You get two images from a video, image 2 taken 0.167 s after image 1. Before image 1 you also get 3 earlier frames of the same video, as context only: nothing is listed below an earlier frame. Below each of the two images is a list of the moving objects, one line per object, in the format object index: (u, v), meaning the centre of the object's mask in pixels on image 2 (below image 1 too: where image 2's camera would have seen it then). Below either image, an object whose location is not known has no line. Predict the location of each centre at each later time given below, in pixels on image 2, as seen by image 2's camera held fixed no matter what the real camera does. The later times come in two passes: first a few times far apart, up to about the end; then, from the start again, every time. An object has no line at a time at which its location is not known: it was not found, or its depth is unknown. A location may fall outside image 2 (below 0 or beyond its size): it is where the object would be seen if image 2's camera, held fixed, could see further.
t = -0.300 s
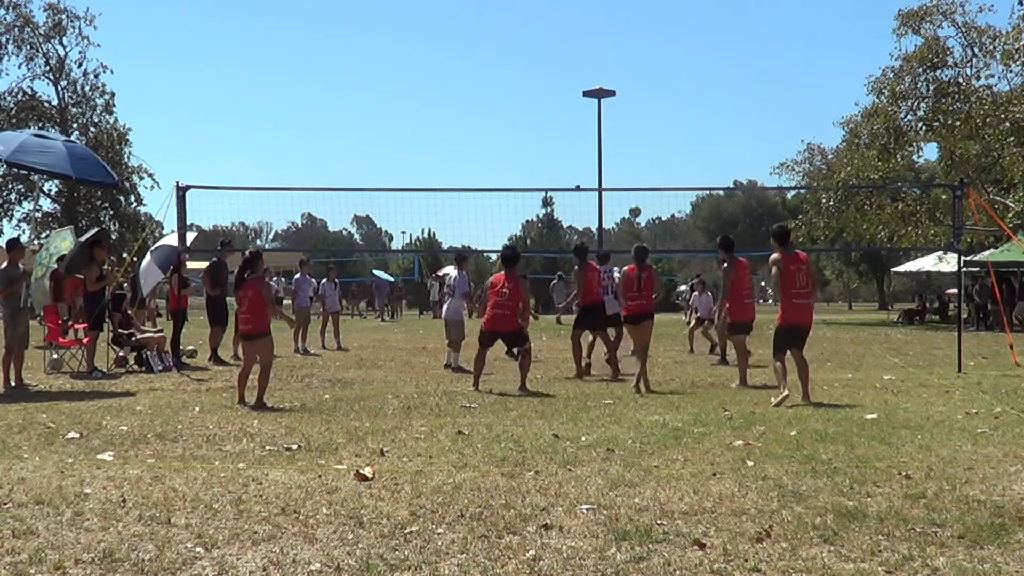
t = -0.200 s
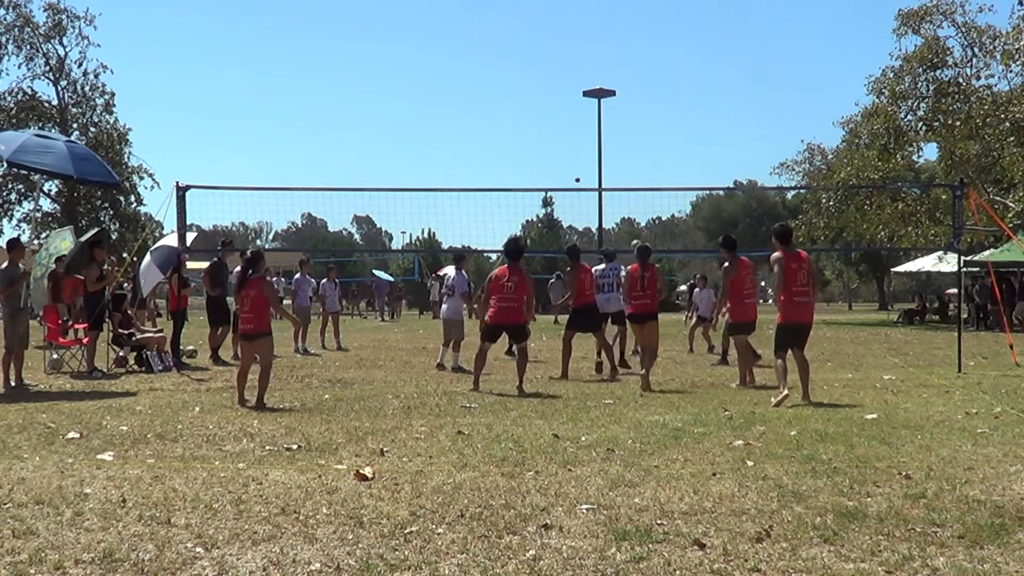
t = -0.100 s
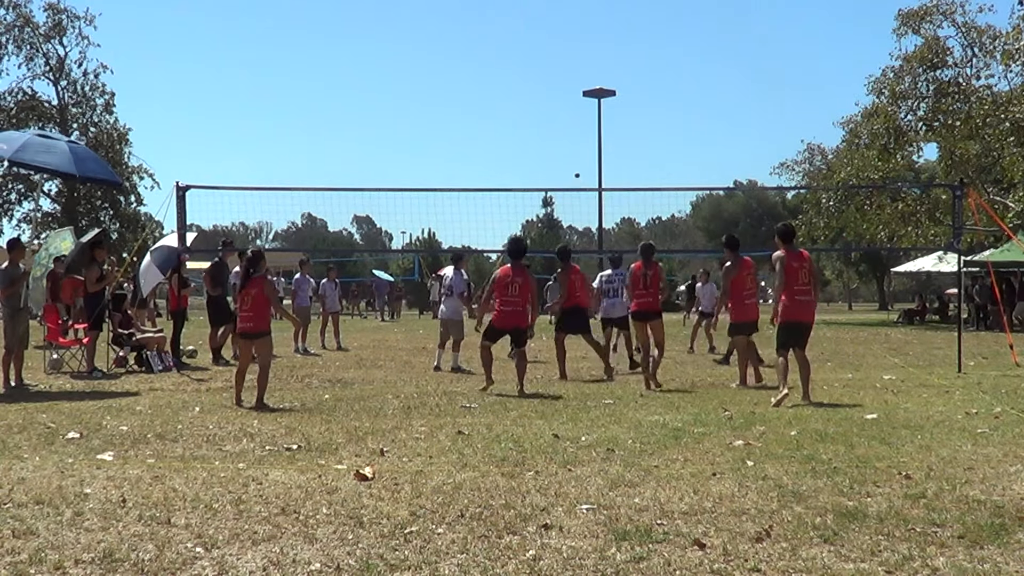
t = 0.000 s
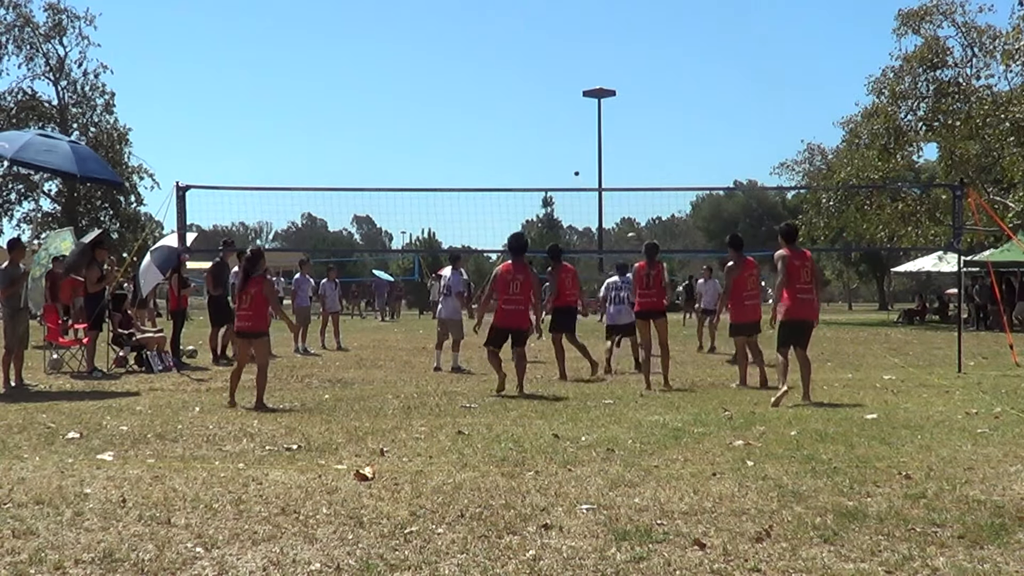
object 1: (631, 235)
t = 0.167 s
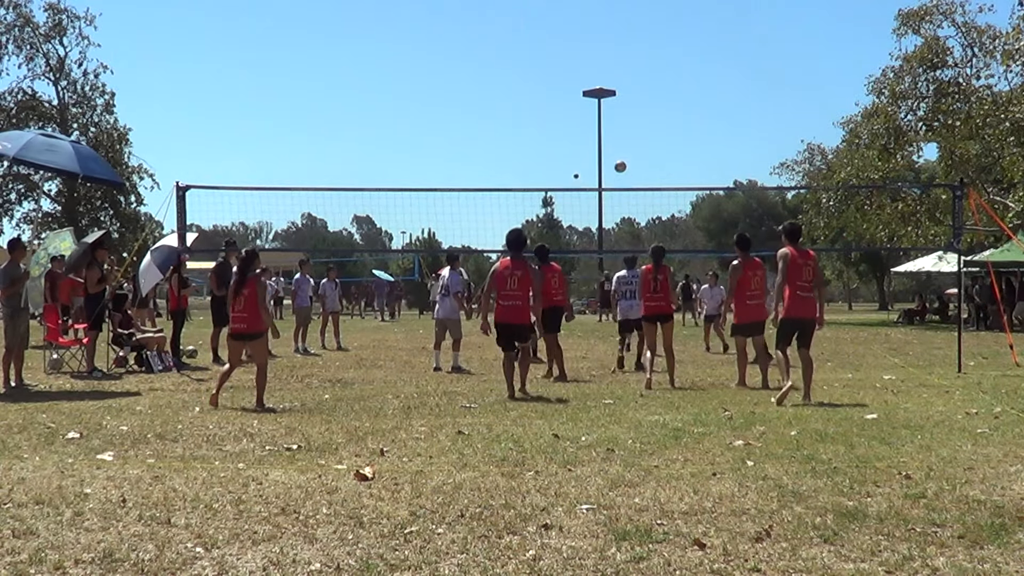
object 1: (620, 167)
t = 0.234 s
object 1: (615, 142)
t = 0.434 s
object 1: (600, 83)
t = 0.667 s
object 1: (582, 43)
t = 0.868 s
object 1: (567, 33)
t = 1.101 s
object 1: (549, 50)
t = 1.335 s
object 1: (531, 100)
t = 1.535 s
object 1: (514, 169)
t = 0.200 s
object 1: (617, 154)
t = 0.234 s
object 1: (615, 142)
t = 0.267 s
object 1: (613, 130)
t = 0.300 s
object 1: (610, 120)
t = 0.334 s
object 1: (608, 110)
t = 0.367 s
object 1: (605, 100)
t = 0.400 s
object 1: (602, 90)
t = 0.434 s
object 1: (600, 83)
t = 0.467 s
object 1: (598, 76)
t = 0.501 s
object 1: (595, 69)
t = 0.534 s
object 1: (592, 62)
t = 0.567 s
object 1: (590, 57)
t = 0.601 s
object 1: (587, 52)
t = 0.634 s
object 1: (585, 47)
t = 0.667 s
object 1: (582, 43)
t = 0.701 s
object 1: (580, 40)
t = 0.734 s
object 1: (577, 37)
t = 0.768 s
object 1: (574, 35)
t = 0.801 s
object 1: (572, 34)
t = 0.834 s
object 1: (570, 33)
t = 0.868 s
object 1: (567, 33)
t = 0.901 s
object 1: (565, 34)
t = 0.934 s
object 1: (562, 35)
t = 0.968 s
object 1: (560, 37)
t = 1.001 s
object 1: (557, 39)
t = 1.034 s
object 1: (555, 42)
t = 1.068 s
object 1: (552, 46)
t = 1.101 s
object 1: (549, 50)
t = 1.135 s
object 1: (547, 55)
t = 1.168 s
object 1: (544, 61)
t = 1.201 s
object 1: (541, 68)
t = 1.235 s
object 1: (539, 75)
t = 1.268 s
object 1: (536, 83)
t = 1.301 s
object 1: (534, 91)
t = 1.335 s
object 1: (531, 100)
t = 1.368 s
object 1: (528, 110)
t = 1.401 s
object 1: (526, 120)
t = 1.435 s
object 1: (523, 131)
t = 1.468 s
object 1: (520, 143)
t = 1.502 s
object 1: (517, 155)
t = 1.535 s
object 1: (514, 169)
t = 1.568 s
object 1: (512, 182)
